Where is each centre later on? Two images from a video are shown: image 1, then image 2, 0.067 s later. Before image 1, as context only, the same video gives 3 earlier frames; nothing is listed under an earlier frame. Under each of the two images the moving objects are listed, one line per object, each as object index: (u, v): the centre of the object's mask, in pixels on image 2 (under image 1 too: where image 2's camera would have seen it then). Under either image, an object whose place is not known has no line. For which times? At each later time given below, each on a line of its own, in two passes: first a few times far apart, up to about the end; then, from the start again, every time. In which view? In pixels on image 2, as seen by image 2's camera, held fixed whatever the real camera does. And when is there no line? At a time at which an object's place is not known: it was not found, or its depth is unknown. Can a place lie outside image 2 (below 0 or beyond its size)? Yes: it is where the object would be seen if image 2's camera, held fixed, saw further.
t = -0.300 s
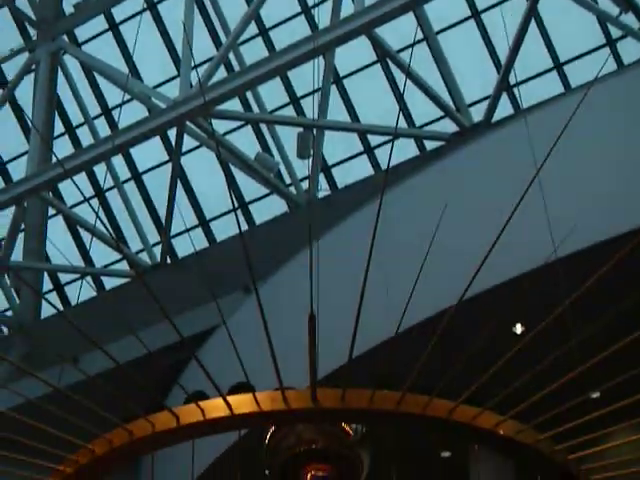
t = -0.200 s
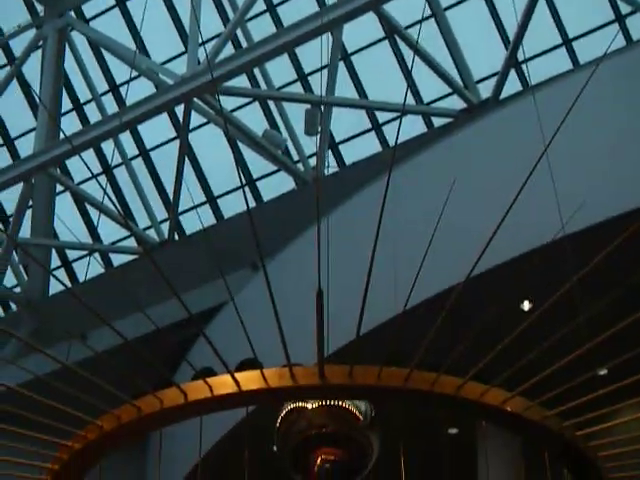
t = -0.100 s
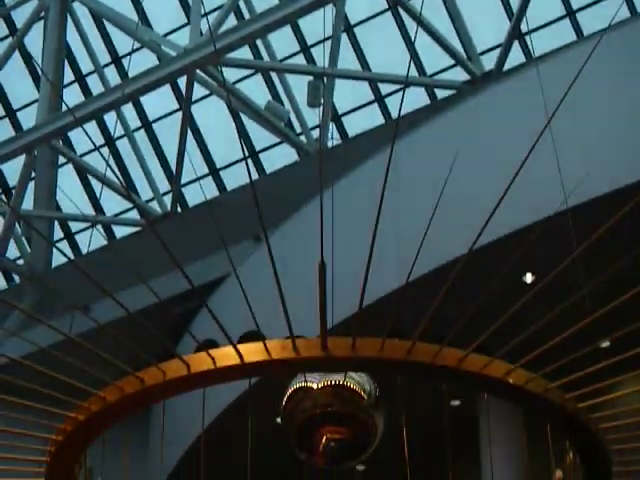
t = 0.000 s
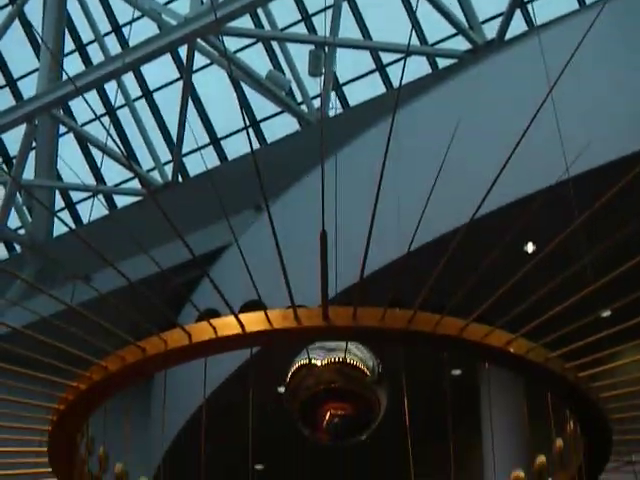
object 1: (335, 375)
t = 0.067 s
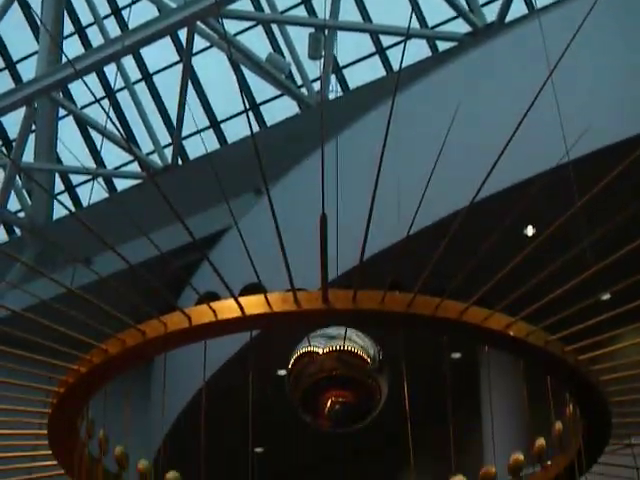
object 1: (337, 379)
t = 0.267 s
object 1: (342, 392)
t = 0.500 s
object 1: (347, 405)
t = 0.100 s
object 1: (338, 381)
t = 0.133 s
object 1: (339, 383)
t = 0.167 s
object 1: (339, 385)
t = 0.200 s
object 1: (340, 387)
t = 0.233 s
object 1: (341, 390)
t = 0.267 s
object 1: (342, 392)
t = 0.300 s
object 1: (342, 394)
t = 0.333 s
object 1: (343, 396)
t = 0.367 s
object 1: (344, 398)
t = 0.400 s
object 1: (345, 399)
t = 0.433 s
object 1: (346, 401)
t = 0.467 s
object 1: (346, 403)
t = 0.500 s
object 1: (347, 405)
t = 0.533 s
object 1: (348, 406)
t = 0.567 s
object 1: (348, 408)
